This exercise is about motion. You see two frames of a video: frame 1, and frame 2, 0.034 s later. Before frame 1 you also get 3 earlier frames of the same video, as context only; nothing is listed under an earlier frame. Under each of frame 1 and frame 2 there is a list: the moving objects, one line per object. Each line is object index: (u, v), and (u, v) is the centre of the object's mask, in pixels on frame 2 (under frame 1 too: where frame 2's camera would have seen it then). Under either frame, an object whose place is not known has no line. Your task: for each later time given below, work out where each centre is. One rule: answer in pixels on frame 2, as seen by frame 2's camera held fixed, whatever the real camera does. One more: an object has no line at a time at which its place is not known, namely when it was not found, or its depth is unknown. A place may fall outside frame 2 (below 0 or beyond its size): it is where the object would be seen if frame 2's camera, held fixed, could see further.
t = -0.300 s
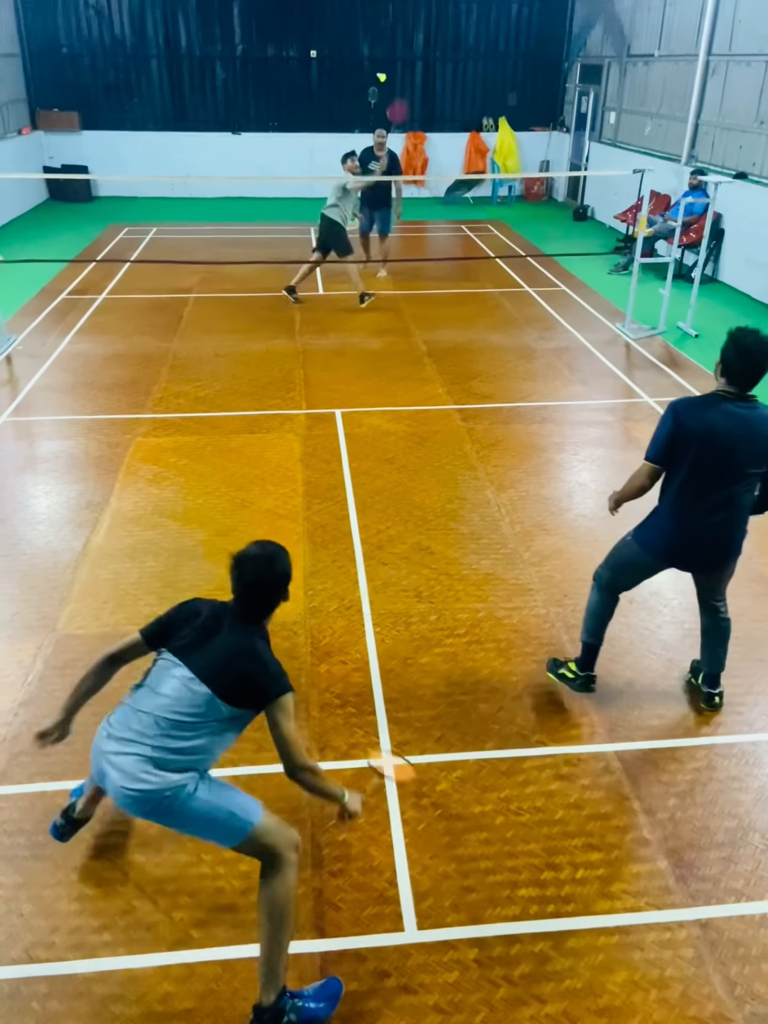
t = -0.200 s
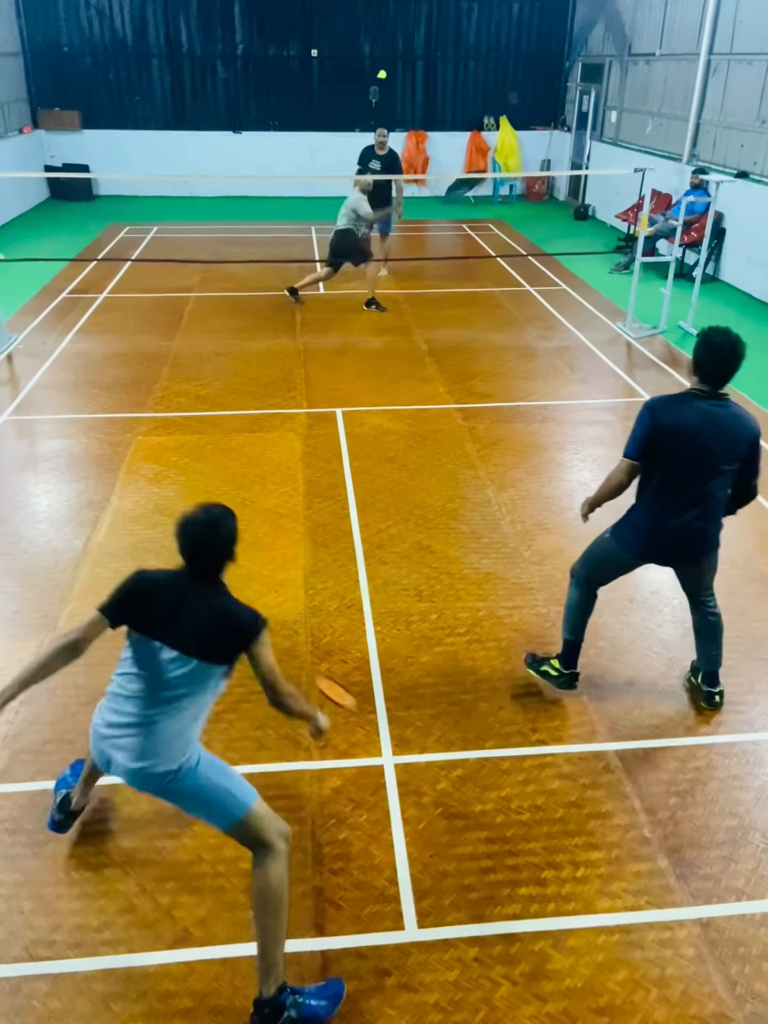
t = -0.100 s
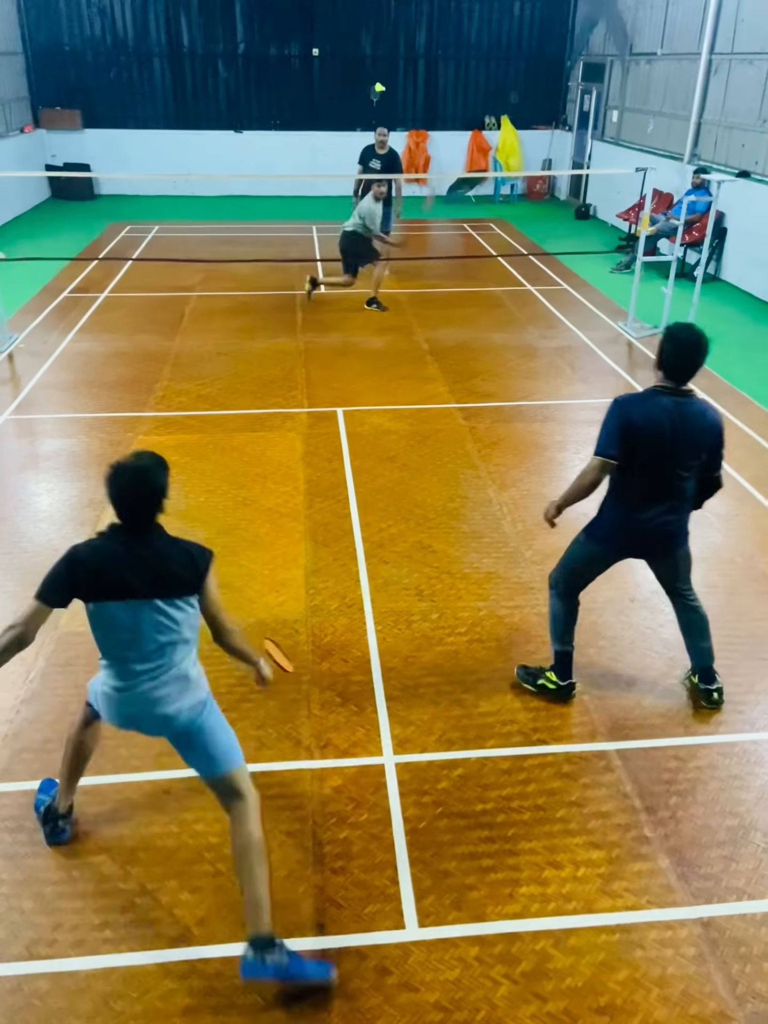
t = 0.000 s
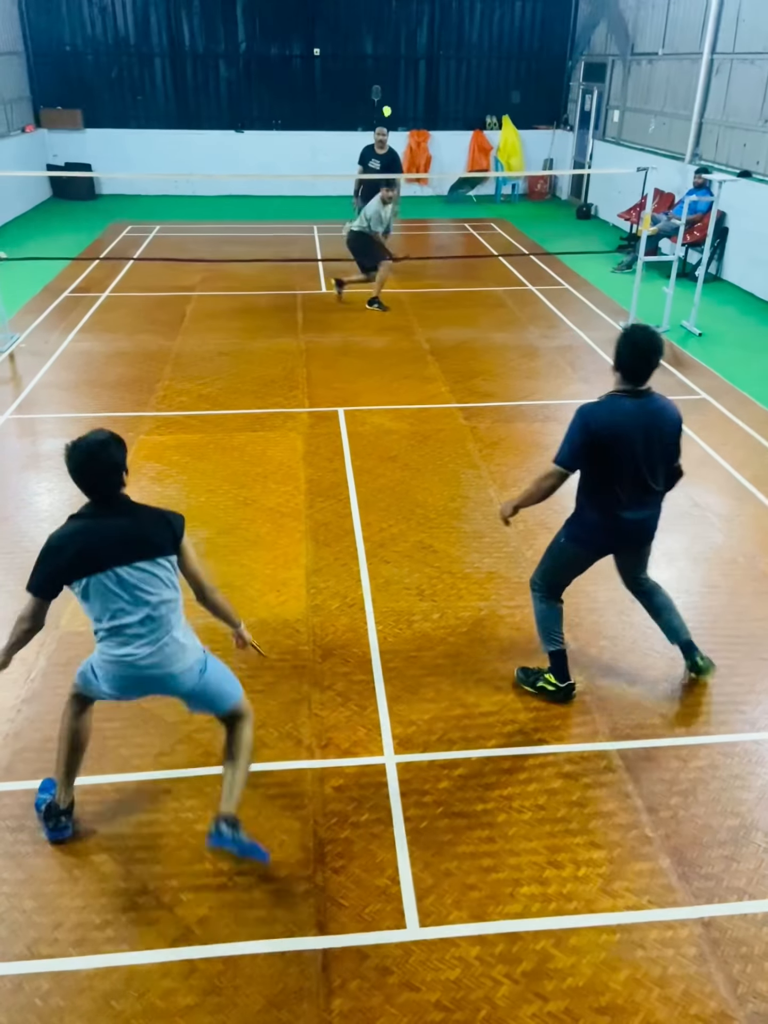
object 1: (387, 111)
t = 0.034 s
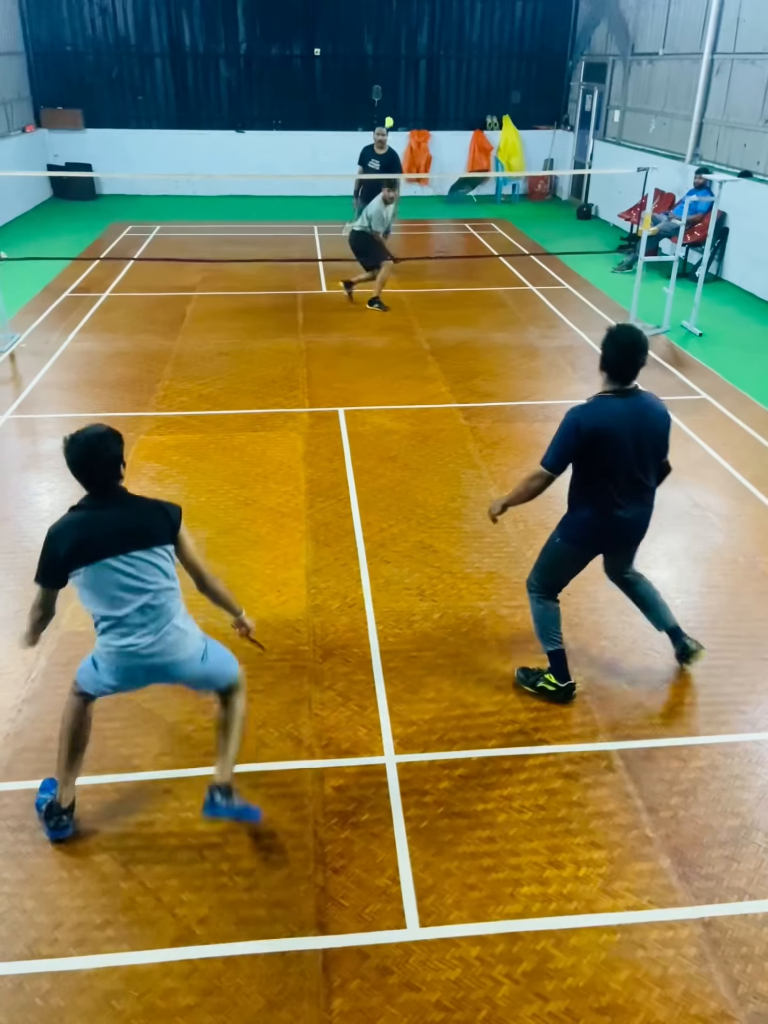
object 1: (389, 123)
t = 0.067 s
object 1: (390, 134)
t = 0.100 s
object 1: (389, 149)
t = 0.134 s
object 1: (389, 162)
